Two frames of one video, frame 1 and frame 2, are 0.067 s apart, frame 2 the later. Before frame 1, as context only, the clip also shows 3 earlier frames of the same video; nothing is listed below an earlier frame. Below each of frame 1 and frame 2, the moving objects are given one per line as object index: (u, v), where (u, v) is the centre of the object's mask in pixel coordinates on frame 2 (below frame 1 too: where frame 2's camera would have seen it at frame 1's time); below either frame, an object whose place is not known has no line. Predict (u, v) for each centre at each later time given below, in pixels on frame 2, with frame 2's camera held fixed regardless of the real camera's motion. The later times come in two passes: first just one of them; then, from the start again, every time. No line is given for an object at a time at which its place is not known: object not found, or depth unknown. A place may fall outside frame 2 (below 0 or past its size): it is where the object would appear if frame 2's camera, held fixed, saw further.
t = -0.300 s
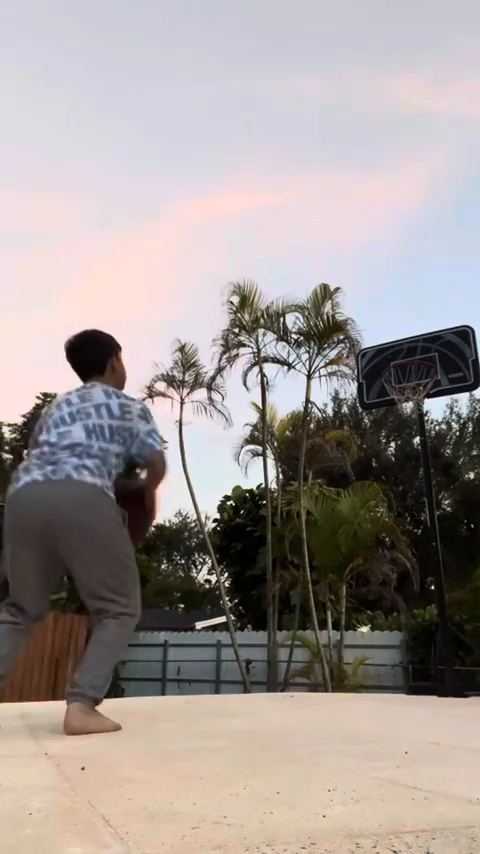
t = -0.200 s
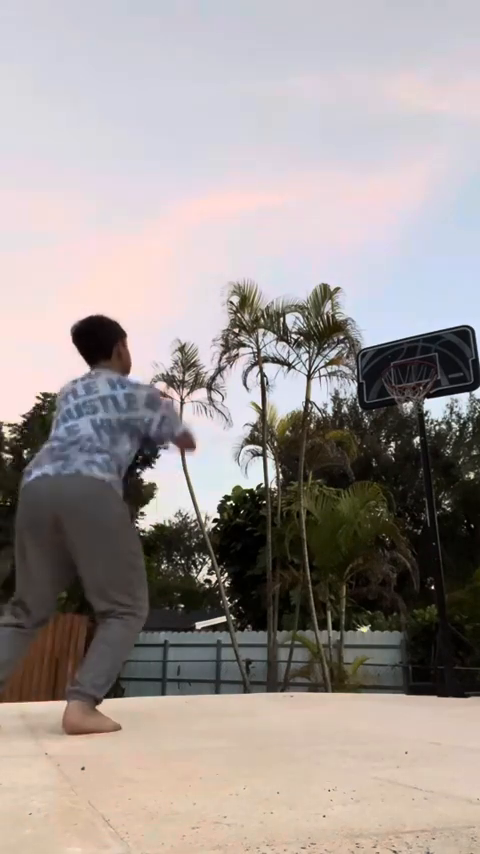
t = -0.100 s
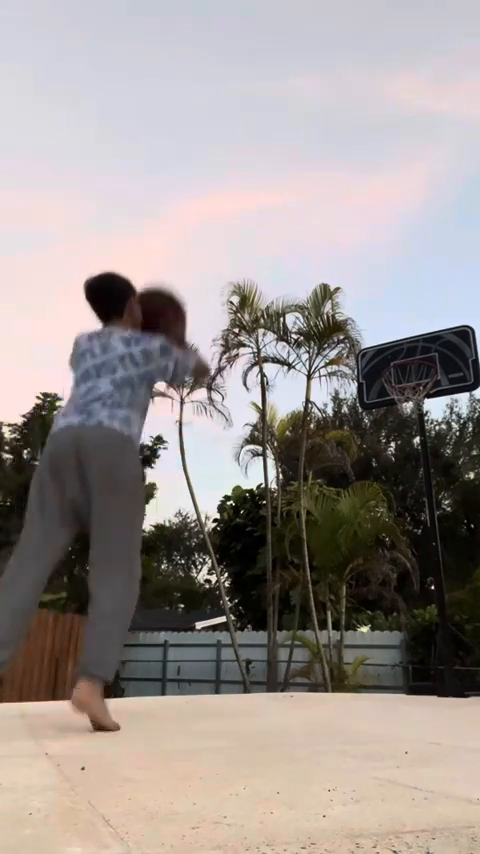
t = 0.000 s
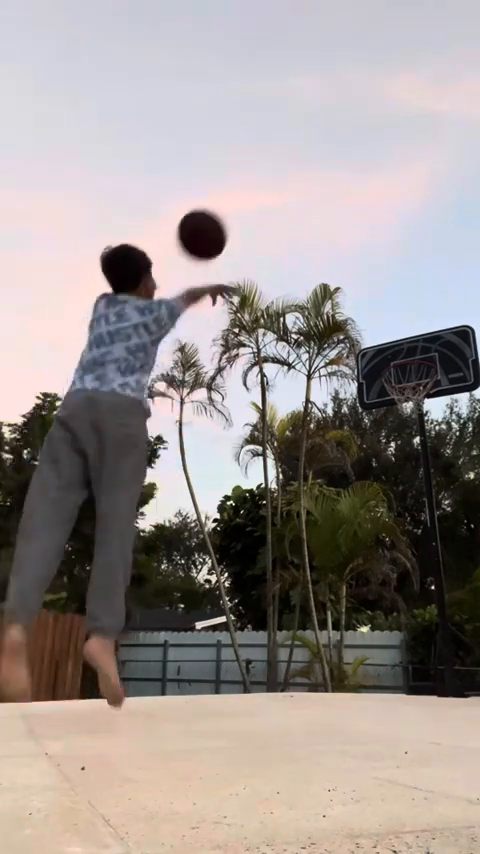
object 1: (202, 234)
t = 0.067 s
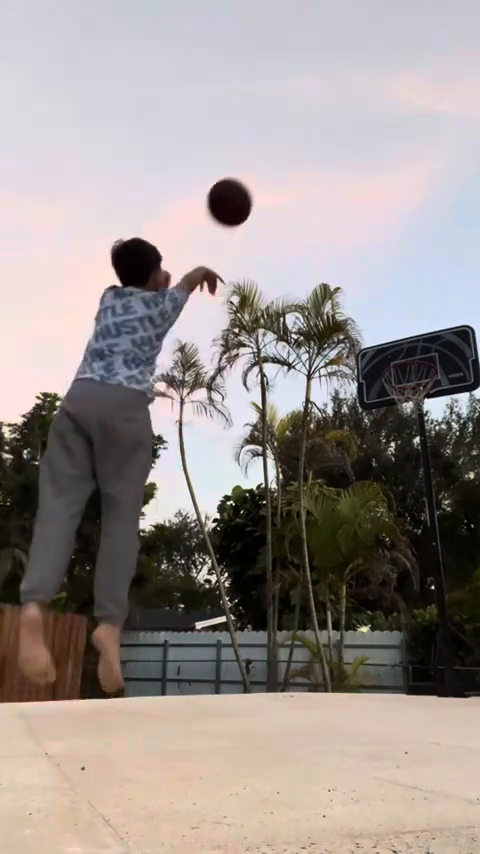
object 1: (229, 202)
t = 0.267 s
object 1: (289, 163)
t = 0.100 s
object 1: (241, 191)
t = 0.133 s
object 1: (252, 181)
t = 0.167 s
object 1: (263, 174)
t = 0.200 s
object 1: (272, 169)
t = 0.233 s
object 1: (281, 166)
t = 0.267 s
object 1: (289, 163)
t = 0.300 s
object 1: (297, 163)
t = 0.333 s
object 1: (305, 163)
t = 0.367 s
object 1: (312, 165)
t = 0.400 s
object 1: (319, 167)
